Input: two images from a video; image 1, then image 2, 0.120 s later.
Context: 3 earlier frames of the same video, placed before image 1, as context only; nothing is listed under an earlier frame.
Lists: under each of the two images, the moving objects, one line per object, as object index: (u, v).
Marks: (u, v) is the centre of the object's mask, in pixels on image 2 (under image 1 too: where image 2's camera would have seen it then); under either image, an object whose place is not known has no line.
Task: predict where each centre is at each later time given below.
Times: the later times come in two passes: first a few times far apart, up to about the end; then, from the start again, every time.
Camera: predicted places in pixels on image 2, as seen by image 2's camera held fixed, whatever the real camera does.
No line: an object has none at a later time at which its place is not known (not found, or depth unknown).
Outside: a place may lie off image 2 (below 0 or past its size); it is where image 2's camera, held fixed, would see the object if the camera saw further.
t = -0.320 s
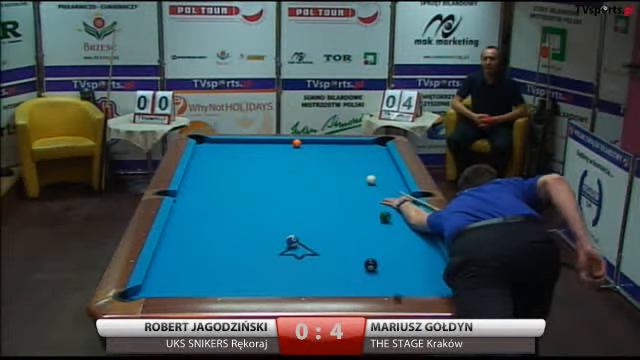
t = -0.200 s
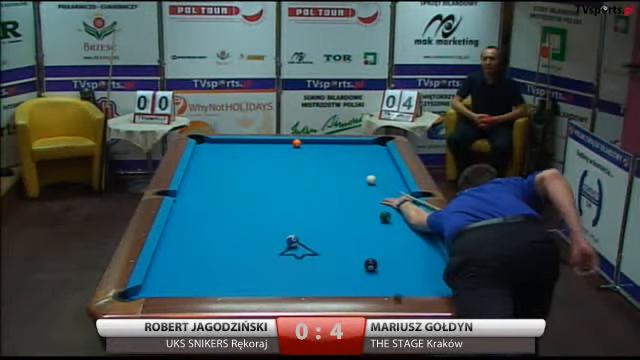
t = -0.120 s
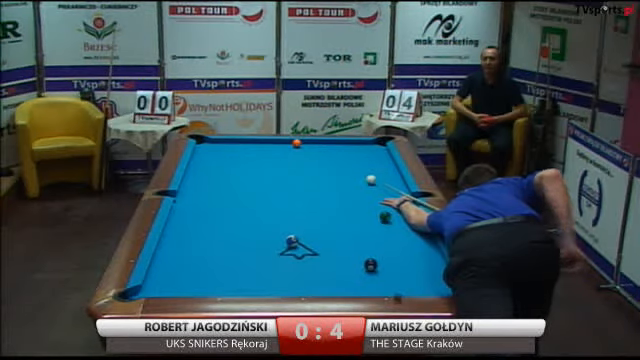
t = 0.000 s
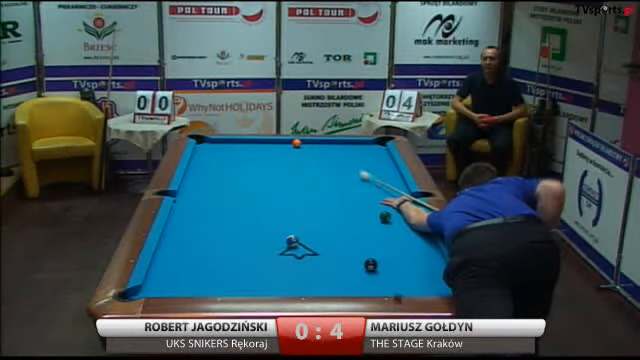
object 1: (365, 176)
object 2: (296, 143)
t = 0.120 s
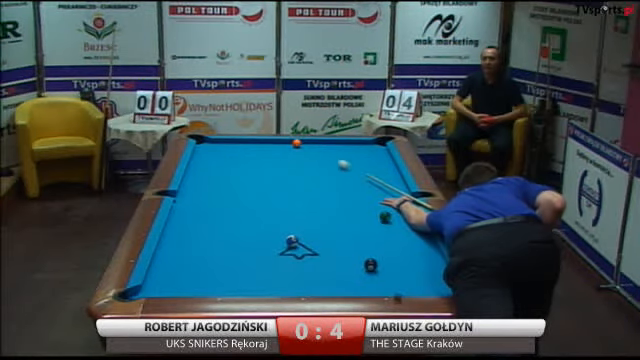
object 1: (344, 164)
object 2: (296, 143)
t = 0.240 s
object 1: (326, 155)
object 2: (296, 143)
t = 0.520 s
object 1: (309, 144)
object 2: (285, 143)
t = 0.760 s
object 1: (320, 152)
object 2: (266, 142)
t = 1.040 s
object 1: (332, 161)
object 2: (244, 141)
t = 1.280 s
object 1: (343, 170)
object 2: (226, 141)
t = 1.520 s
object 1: (355, 179)
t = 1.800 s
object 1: (370, 191)
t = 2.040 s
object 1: (383, 200)
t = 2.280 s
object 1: (396, 211)
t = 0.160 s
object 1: (338, 161)
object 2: (296, 143)
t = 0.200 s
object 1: (331, 158)
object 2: (296, 143)
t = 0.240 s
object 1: (326, 155)
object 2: (296, 143)
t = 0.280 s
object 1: (321, 152)
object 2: (296, 143)
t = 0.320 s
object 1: (316, 149)
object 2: (296, 143)
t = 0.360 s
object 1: (311, 146)
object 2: (296, 143)
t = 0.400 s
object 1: (307, 144)
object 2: (296, 143)
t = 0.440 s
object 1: (305, 141)
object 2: (293, 143)
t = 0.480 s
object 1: (306, 141)
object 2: (289, 143)
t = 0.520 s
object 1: (309, 144)
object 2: (285, 143)
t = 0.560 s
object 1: (311, 145)
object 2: (282, 143)
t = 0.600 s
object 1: (313, 147)
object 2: (278, 143)
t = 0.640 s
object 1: (314, 148)
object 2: (276, 142)
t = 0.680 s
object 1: (316, 149)
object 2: (273, 142)
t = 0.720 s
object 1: (318, 150)
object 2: (269, 142)
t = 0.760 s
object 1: (320, 152)
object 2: (266, 142)
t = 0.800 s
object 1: (321, 153)
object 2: (263, 142)
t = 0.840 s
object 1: (323, 155)
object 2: (259, 142)
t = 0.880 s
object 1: (325, 156)
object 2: (256, 142)
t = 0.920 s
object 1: (327, 157)
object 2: (253, 142)
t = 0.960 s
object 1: (328, 159)
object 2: (250, 142)
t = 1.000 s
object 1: (330, 160)
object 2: (247, 141)
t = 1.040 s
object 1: (332, 161)
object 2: (244, 141)
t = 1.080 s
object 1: (334, 163)
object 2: (241, 141)
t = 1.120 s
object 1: (336, 164)
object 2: (238, 141)
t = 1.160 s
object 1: (338, 166)
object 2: (235, 141)
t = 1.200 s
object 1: (340, 167)
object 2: (232, 141)
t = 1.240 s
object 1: (341, 169)
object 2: (229, 141)
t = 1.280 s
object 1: (343, 170)
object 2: (226, 141)
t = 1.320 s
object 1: (345, 172)
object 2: (224, 141)
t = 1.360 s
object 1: (347, 173)
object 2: (220, 140)
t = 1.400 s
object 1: (349, 175)
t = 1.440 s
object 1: (351, 176)
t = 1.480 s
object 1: (353, 178)
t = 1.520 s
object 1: (355, 179)
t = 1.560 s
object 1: (357, 181)
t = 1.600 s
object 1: (359, 182)
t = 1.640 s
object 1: (361, 184)
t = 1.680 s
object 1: (363, 186)
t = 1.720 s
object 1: (365, 188)
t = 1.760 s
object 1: (368, 189)
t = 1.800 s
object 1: (370, 191)
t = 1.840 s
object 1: (372, 192)
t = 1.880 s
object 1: (374, 194)
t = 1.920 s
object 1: (376, 196)
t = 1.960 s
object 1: (379, 197)
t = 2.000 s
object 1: (381, 199)
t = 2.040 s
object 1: (383, 200)
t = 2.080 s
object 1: (385, 202)
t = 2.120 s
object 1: (388, 204)
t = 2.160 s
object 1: (390, 206)
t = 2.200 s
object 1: (392, 208)
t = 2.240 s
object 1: (394, 209)
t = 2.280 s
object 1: (396, 211)
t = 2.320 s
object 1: (399, 213)
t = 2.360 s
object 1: (401, 215)
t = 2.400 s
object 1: (404, 217)
